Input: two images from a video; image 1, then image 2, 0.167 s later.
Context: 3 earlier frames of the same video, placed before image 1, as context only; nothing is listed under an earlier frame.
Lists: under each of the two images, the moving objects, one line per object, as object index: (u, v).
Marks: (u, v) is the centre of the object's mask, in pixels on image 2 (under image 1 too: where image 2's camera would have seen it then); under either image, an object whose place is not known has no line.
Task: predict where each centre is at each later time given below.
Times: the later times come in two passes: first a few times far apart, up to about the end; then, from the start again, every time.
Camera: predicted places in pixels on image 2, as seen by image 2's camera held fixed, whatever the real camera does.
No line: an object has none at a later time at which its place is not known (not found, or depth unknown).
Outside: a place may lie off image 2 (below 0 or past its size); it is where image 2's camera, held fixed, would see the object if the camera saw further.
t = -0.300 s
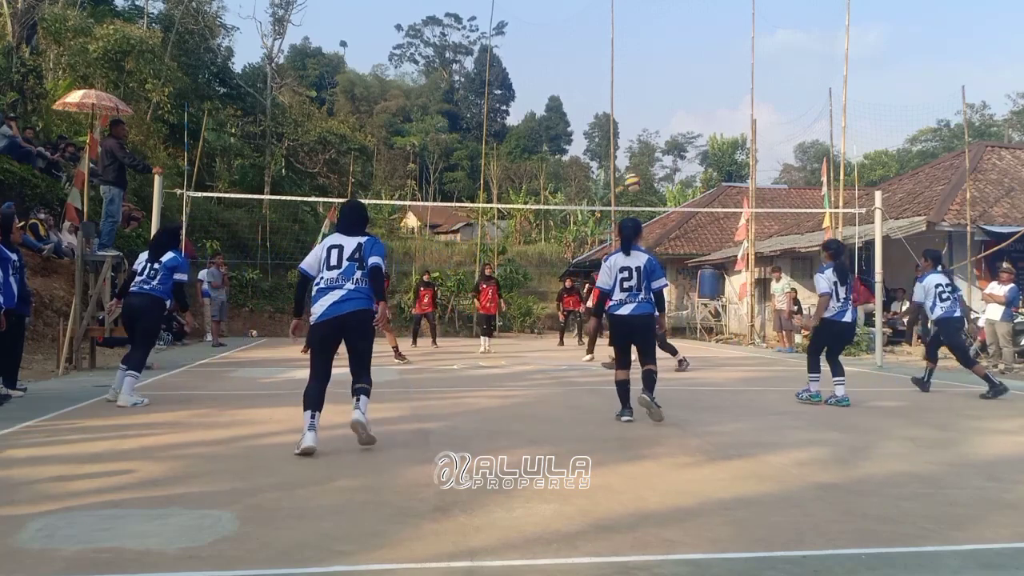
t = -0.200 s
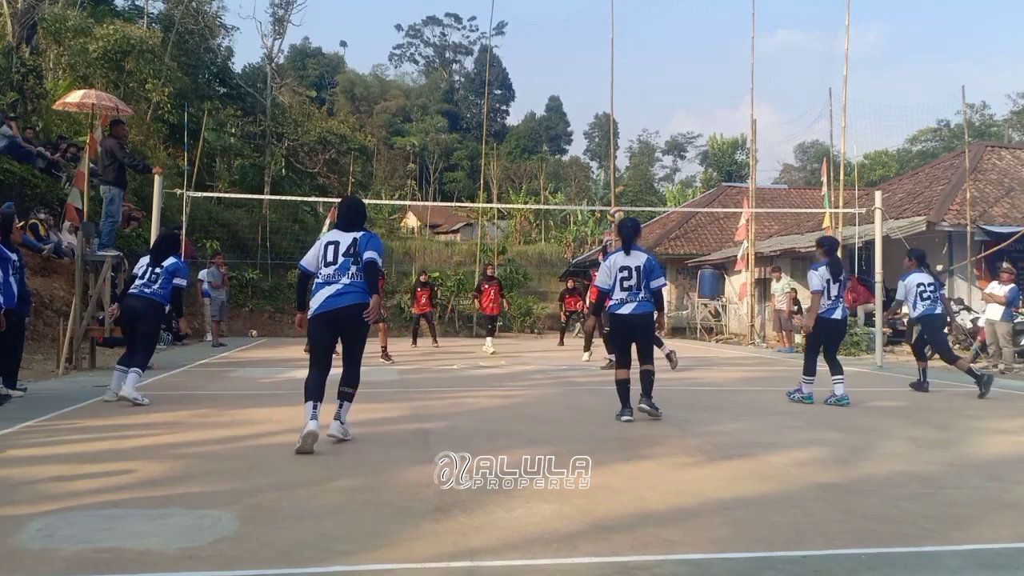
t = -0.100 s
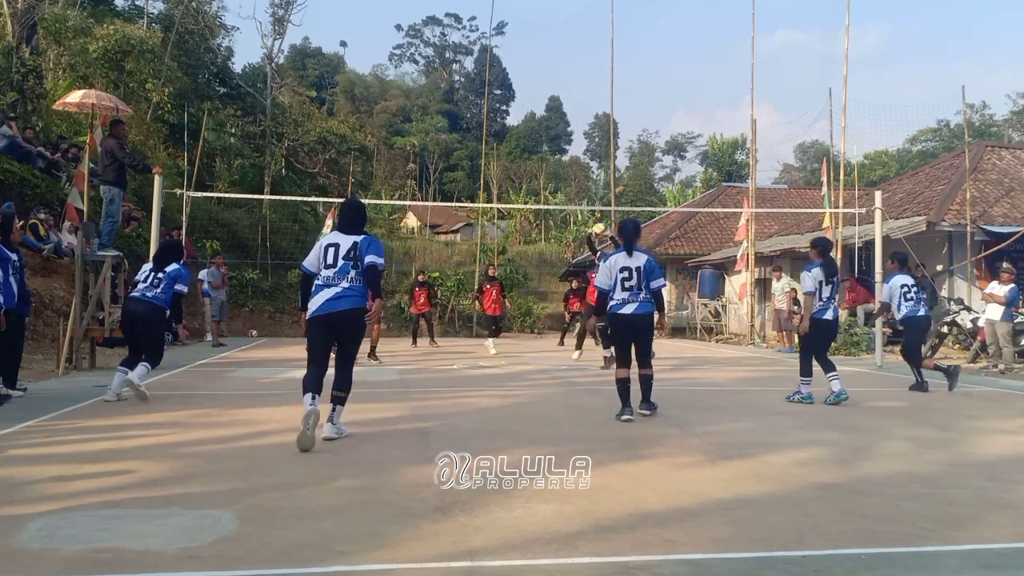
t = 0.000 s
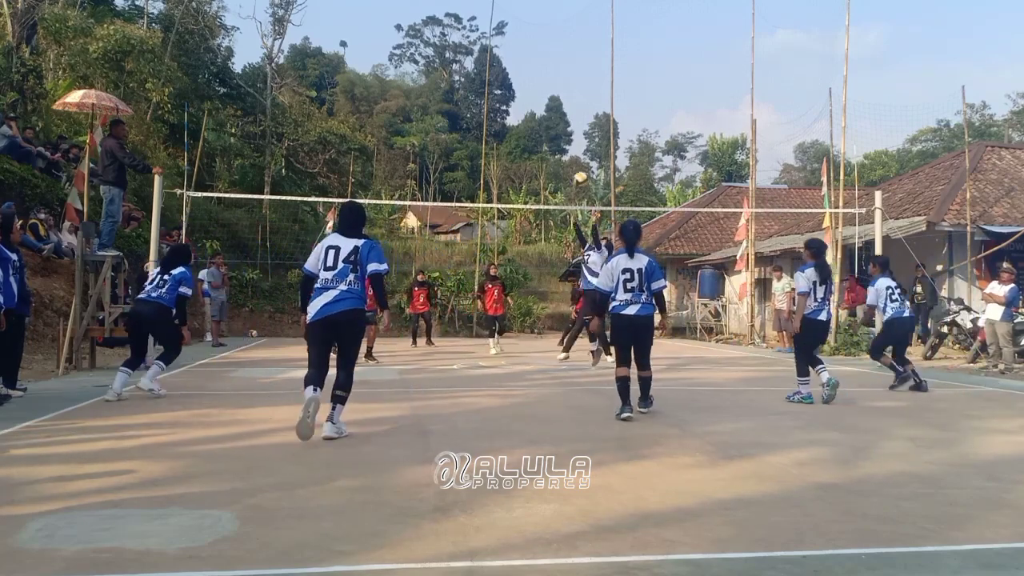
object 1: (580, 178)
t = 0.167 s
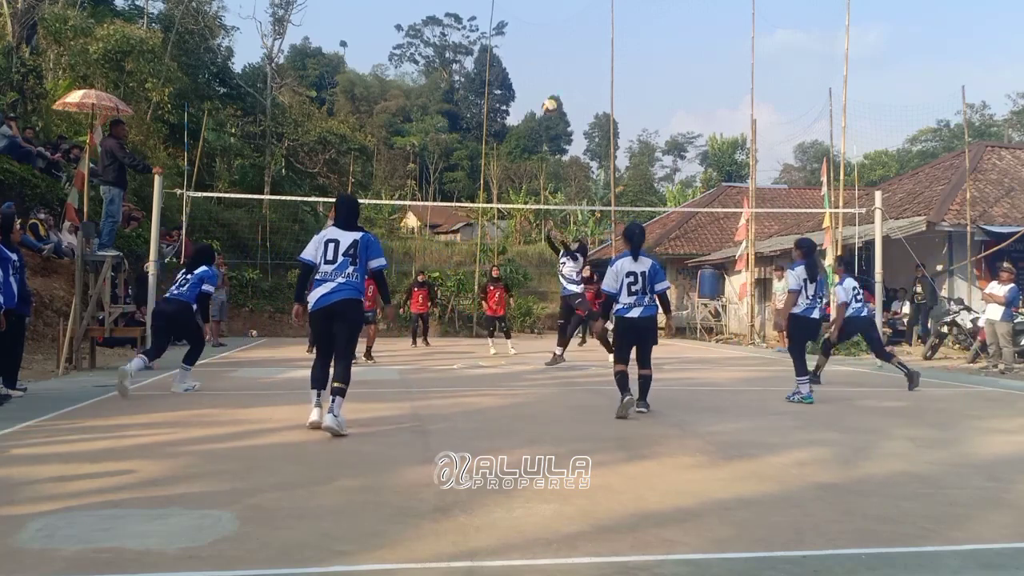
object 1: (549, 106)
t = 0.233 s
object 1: (537, 85)
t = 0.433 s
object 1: (499, 37)
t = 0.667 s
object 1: (452, 22)
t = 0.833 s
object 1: (419, 40)
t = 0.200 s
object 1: (543, 95)
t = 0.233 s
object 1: (537, 85)
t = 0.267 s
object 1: (530, 75)
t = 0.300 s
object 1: (524, 66)
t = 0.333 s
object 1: (518, 57)
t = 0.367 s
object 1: (511, 50)
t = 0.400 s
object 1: (505, 42)
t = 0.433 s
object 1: (499, 37)
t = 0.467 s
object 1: (493, 33)
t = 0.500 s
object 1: (485, 28)
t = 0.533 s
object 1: (478, 25)
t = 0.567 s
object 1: (472, 24)
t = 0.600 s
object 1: (467, 22)
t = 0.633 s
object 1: (459, 22)
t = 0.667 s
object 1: (452, 22)
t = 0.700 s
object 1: (446, 23)
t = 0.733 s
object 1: (439, 26)
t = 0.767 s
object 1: (433, 30)
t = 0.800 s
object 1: (426, 34)
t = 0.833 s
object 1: (419, 40)
